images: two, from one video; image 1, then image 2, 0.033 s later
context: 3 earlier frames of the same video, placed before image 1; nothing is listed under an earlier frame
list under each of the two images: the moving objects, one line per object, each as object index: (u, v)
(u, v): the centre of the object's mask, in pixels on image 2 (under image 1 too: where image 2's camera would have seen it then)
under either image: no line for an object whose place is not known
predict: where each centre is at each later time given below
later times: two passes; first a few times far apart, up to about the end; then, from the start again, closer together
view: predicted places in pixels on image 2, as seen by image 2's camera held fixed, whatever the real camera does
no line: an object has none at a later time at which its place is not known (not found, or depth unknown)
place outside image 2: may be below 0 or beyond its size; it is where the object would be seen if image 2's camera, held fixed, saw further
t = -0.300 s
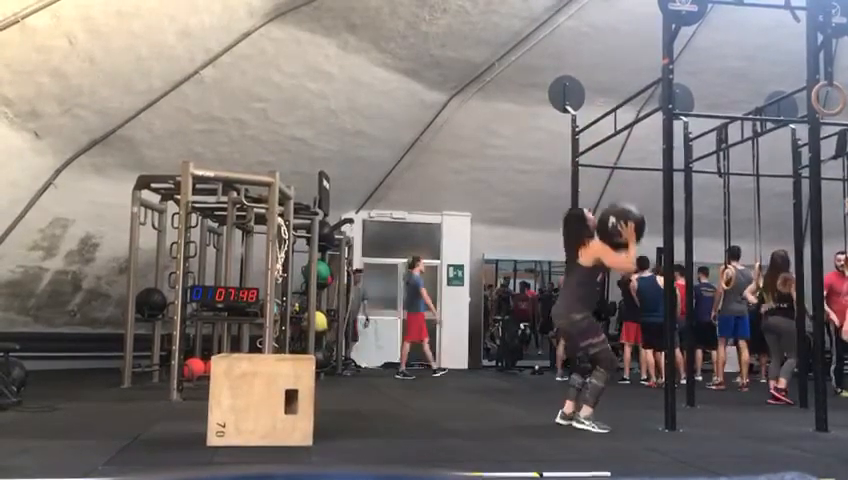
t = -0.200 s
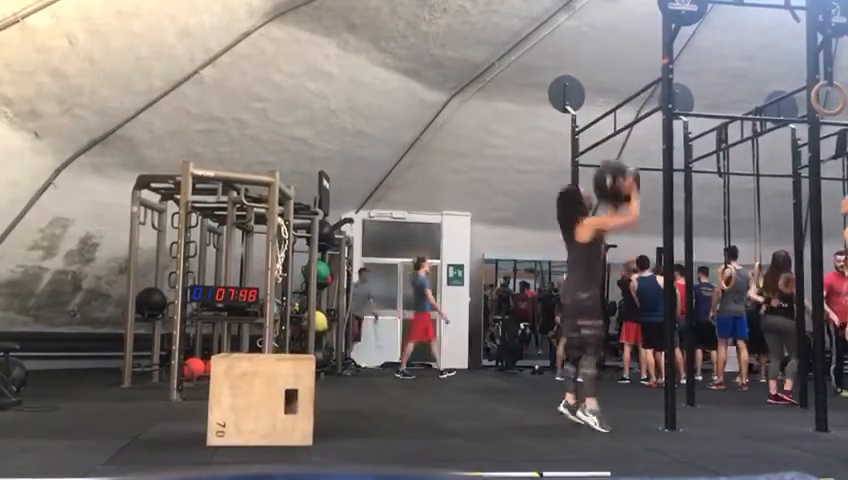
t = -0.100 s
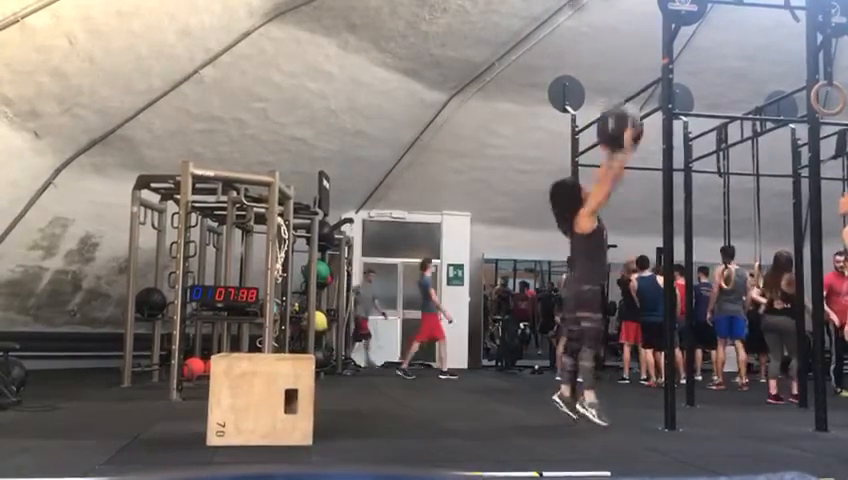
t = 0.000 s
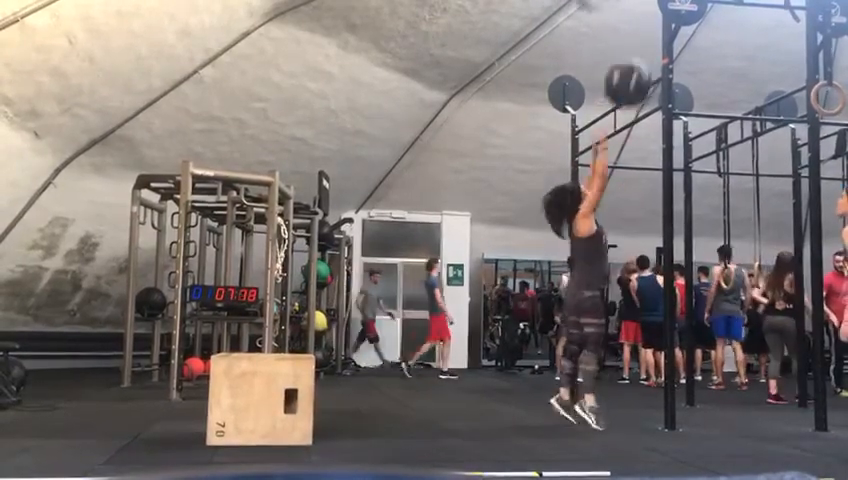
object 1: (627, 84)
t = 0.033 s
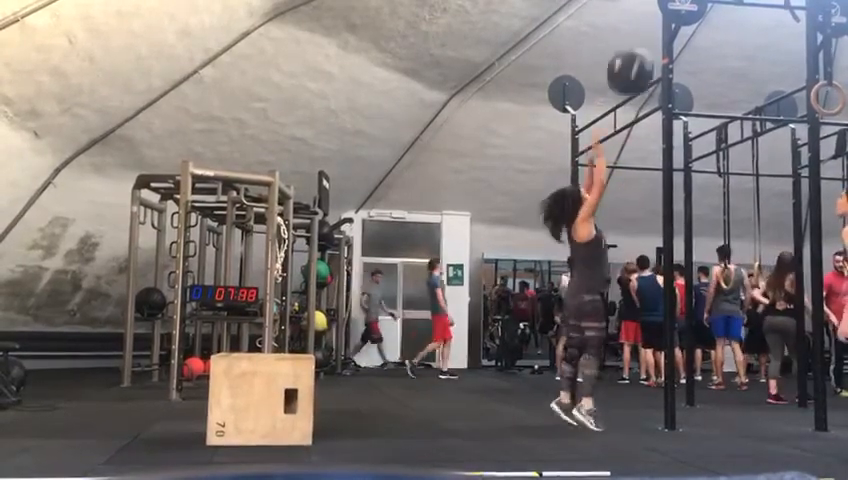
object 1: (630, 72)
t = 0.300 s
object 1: (643, 29)
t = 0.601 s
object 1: (636, 84)
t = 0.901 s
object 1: (631, 249)
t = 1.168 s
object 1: (629, 390)
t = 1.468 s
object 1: (625, 353)
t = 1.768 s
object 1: (621, 401)
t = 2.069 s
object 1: (619, 400)
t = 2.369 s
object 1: (614, 399)
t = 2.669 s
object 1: (615, 400)
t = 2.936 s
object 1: (615, 399)
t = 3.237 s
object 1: (615, 399)
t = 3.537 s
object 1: (615, 400)
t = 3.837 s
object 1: (615, 400)
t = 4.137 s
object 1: (615, 400)
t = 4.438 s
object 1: (615, 400)
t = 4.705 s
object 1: (615, 399)
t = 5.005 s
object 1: (615, 399)
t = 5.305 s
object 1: (615, 399)
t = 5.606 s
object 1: (615, 399)
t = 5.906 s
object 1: (615, 399)
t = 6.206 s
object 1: (615, 400)
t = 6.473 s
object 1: (615, 400)
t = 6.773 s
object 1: (615, 400)
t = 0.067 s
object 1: (632, 62)
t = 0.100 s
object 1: (634, 53)
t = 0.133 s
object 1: (637, 45)
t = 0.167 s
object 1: (639, 39)
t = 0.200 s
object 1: (641, 34)
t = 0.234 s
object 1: (643, 31)
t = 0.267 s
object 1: (643, 29)
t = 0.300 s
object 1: (643, 29)
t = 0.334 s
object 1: (642, 29)
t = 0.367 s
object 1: (641, 31)
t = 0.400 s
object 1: (640, 35)
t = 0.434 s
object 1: (640, 39)
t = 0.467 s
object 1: (639, 45)
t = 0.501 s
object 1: (638, 53)
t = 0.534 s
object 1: (637, 62)
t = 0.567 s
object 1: (636, 72)
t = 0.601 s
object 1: (636, 84)
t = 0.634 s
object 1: (636, 96)
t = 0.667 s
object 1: (635, 111)
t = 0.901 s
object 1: (631, 249)
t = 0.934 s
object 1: (631, 274)
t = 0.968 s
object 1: (625, 301)
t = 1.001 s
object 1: (629, 327)
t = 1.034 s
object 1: (627, 361)
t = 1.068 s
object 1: (629, 394)
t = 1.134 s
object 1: (629, 402)
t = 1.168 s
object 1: (629, 390)
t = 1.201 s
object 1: (629, 381)
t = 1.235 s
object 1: (628, 372)
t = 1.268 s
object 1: (627, 364)
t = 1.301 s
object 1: (627, 359)
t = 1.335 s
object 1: (627, 355)
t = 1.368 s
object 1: (626, 353)
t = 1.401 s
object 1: (626, 352)
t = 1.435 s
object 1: (626, 352)
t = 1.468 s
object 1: (625, 353)
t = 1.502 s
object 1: (626, 355)
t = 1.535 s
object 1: (625, 361)
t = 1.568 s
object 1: (625, 367)
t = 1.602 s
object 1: (624, 375)
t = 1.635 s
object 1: (622, 384)
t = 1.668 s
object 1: (622, 395)
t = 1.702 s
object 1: (622, 403)
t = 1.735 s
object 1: (622, 403)
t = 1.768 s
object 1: (621, 401)
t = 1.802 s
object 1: (621, 398)
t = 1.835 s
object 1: (621, 398)
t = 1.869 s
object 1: (621, 398)
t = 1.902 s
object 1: (621, 398)
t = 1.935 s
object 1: (620, 400)
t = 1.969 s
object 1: (620, 401)
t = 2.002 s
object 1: (620, 401)
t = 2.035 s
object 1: (619, 400)
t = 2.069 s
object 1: (619, 400)
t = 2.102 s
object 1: (618, 400)
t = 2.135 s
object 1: (618, 400)
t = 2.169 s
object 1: (617, 400)
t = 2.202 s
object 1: (616, 399)
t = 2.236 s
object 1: (616, 399)
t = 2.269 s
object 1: (615, 399)
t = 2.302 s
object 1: (615, 399)
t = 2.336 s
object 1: (615, 399)
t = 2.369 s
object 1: (614, 399)
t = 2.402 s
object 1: (614, 399)
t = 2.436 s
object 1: (614, 399)
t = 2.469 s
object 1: (614, 399)
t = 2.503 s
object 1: (614, 399)
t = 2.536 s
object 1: (614, 399)
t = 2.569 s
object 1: (614, 399)
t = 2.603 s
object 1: (614, 399)
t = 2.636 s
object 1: (614, 399)
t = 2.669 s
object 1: (615, 400)
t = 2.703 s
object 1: (615, 399)
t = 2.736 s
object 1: (615, 399)
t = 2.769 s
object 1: (615, 399)
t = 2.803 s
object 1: (615, 399)
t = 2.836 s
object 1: (615, 399)
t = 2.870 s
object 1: (615, 400)
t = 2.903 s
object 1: (615, 399)
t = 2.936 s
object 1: (615, 399)
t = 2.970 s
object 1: (615, 400)
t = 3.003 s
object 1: (615, 400)
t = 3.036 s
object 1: (615, 399)
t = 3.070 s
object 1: (615, 399)
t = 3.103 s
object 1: (615, 399)
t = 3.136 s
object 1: (615, 399)
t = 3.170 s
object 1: (615, 399)
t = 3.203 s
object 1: (615, 399)
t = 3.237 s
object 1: (615, 399)
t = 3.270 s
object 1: (614, 399)
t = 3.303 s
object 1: (615, 400)
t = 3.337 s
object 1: (615, 400)
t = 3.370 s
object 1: (615, 400)
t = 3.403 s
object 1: (615, 400)
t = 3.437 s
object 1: (615, 400)
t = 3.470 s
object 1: (615, 400)
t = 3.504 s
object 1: (615, 400)
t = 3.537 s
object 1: (615, 400)
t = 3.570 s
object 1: (615, 400)
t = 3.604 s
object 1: (615, 400)
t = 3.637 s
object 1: (615, 400)
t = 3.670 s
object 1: (615, 401)
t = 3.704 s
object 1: (615, 401)
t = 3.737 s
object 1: (615, 401)
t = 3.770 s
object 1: (615, 401)
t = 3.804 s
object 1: (615, 400)
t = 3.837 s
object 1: (615, 400)
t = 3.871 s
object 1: (615, 400)
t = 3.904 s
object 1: (615, 401)
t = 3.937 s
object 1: (615, 400)
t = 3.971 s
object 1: (615, 401)
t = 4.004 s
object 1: (615, 401)
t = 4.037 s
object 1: (615, 401)
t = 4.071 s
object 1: (615, 401)
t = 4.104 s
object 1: (615, 400)
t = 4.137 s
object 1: (615, 400)
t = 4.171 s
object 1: (615, 400)
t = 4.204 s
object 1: (615, 400)
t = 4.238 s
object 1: (615, 400)
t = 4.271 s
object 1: (615, 400)
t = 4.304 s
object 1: (615, 400)
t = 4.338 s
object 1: (615, 400)
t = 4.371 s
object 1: (615, 400)
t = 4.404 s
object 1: (615, 400)
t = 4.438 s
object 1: (615, 400)
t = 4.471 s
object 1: (615, 400)
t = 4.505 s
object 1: (615, 400)
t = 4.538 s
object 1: (615, 401)
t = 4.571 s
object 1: (615, 401)
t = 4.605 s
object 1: (615, 401)
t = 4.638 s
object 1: (615, 399)
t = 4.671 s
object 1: (615, 400)
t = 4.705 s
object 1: (615, 399)
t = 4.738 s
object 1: (615, 399)
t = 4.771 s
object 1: (615, 399)
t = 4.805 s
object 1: (615, 399)
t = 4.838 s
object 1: (615, 399)
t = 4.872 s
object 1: (615, 399)
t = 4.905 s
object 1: (615, 399)
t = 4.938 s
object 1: (615, 400)
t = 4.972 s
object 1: (615, 400)
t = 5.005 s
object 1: (615, 399)
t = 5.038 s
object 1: (615, 399)
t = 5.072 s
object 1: (615, 399)
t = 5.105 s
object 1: (615, 399)
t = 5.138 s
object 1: (615, 400)
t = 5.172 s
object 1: (615, 400)
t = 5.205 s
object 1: (615, 400)
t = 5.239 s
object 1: (615, 400)
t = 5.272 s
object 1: (615, 400)
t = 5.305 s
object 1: (615, 399)
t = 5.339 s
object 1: (615, 399)
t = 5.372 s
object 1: (615, 399)
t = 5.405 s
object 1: (615, 399)
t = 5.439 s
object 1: (615, 399)
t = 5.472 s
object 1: (615, 399)
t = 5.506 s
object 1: (615, 400)
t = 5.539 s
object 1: (615, 399)
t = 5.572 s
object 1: (615, 399)
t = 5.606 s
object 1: (615, 399)
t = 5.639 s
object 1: (615, 399)
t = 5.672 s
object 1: (615, 399)
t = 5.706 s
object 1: (615, 399)
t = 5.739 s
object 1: (615, 399)
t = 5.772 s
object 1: (615, 399)
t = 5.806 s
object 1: (615, 399)
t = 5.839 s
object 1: (615, 399)
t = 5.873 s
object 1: (615, 399)
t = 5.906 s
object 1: (615, 399)
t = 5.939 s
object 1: (615, 399)
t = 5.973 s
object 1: (615, 399)
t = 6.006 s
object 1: (615, 400)
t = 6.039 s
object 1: (615, 400)
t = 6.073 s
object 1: (615, 399)
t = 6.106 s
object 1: (615, 400)
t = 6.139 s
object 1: (615, 400)
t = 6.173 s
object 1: (615, 400)
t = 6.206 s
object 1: (615, 400)
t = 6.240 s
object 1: (615, 400)
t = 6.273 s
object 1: (615, 400)
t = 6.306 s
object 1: (615, 400)
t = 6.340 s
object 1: (615, 400)
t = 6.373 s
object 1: (615, 400)
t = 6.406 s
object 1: (615, 400)
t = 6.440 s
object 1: (615, 400)
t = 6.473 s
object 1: (615, 400)
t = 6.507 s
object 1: (615, 399)
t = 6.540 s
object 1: (615, 400)
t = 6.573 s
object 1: (615, 400)
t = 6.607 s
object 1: (615, 400)
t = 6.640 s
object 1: (615, 400)
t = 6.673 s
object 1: (615, 400)
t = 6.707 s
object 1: (615, 400)
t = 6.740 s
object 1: (615, 400)
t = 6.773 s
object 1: (615, 400)
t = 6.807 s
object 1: (615, 400)
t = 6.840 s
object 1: (615, 400)
